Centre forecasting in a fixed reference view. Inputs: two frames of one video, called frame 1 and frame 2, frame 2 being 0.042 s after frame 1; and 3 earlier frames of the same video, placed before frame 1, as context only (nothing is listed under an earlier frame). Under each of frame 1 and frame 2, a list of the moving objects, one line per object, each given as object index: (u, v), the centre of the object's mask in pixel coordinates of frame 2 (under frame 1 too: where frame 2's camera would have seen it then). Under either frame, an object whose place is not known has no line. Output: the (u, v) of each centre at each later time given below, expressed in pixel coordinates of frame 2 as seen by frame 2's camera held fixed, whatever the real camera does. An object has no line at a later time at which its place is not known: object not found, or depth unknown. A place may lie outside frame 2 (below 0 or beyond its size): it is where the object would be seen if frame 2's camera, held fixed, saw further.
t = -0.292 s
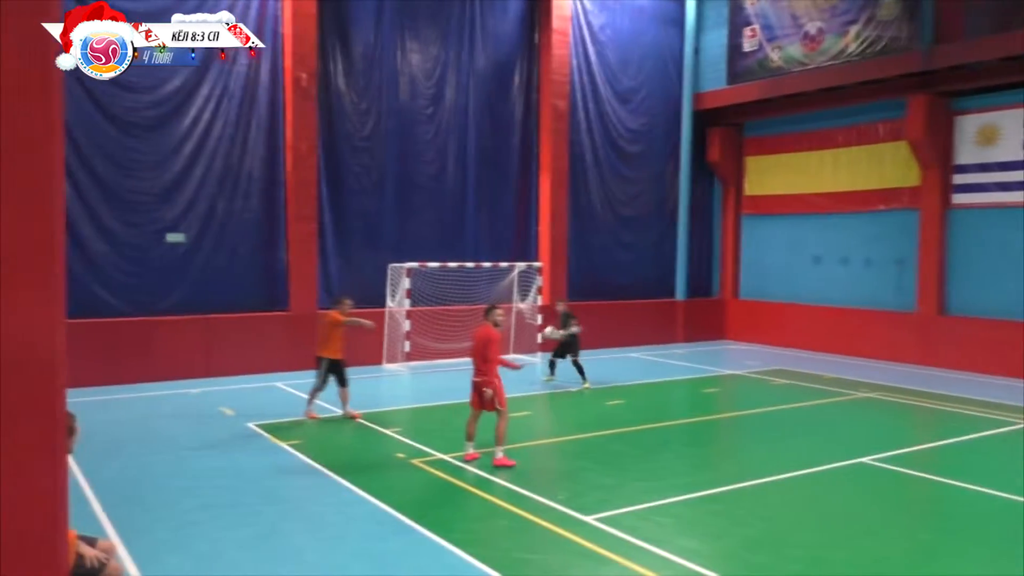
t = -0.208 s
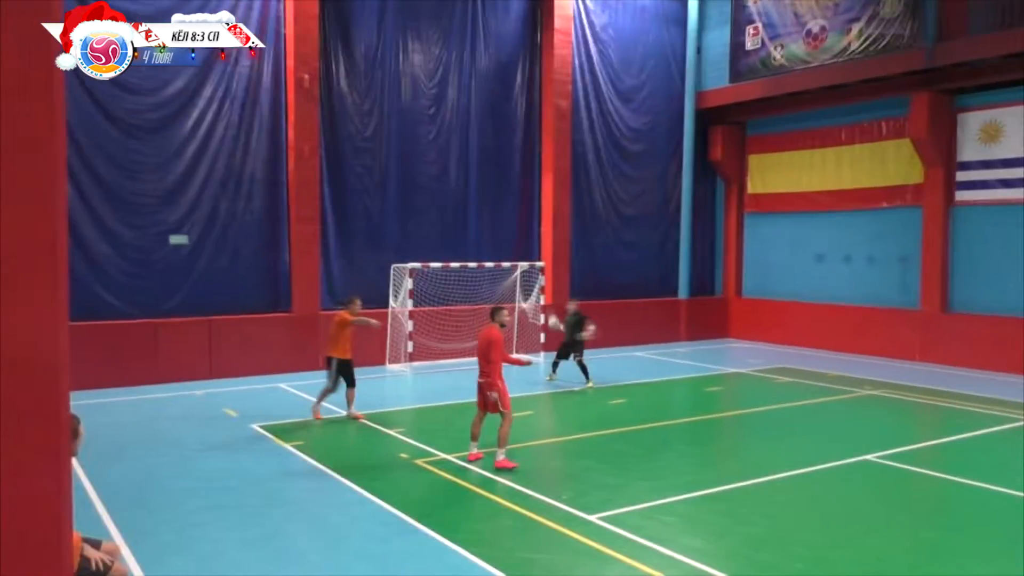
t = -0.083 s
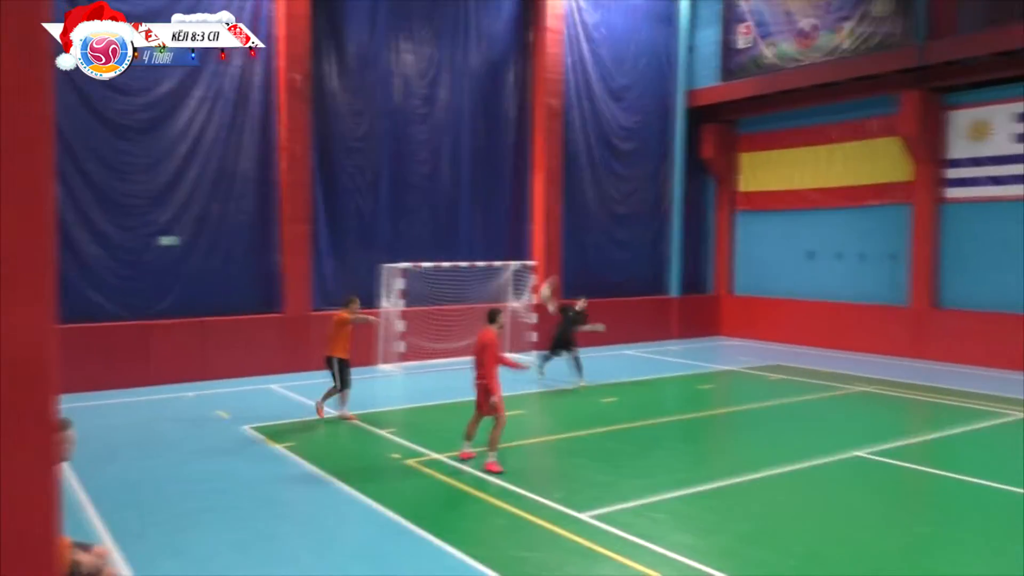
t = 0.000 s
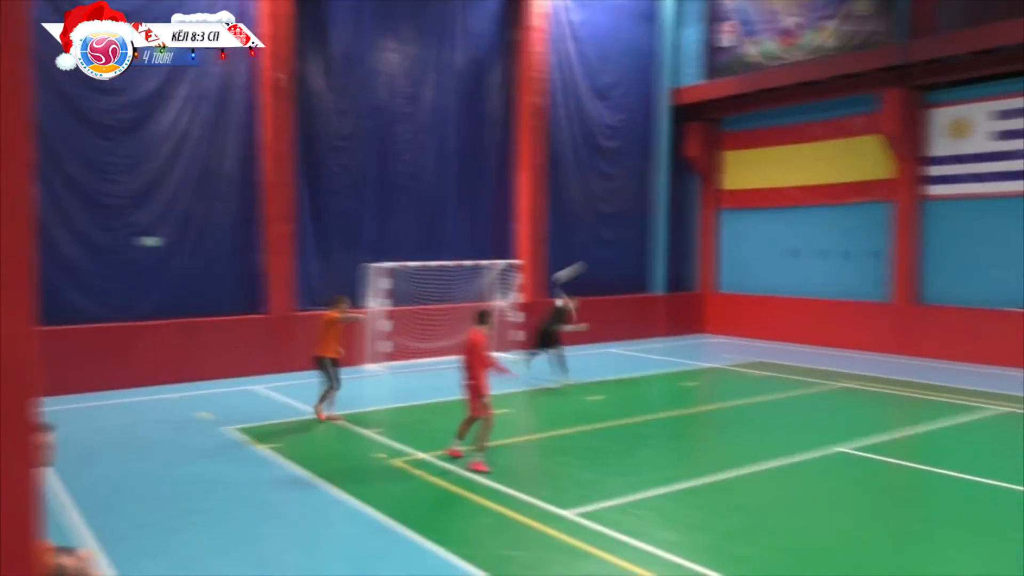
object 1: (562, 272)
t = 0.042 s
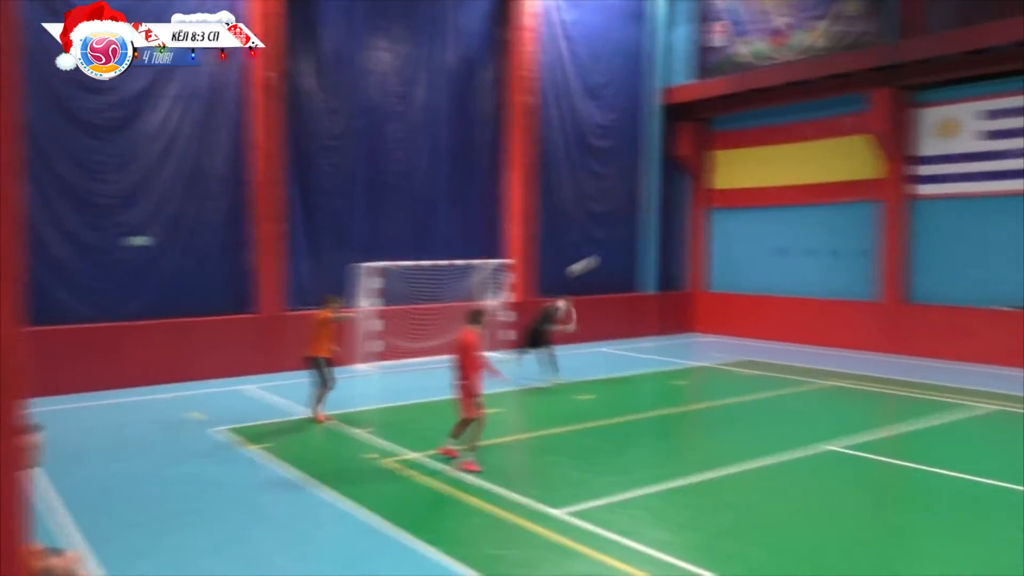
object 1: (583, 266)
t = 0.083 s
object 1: (601, 261)
